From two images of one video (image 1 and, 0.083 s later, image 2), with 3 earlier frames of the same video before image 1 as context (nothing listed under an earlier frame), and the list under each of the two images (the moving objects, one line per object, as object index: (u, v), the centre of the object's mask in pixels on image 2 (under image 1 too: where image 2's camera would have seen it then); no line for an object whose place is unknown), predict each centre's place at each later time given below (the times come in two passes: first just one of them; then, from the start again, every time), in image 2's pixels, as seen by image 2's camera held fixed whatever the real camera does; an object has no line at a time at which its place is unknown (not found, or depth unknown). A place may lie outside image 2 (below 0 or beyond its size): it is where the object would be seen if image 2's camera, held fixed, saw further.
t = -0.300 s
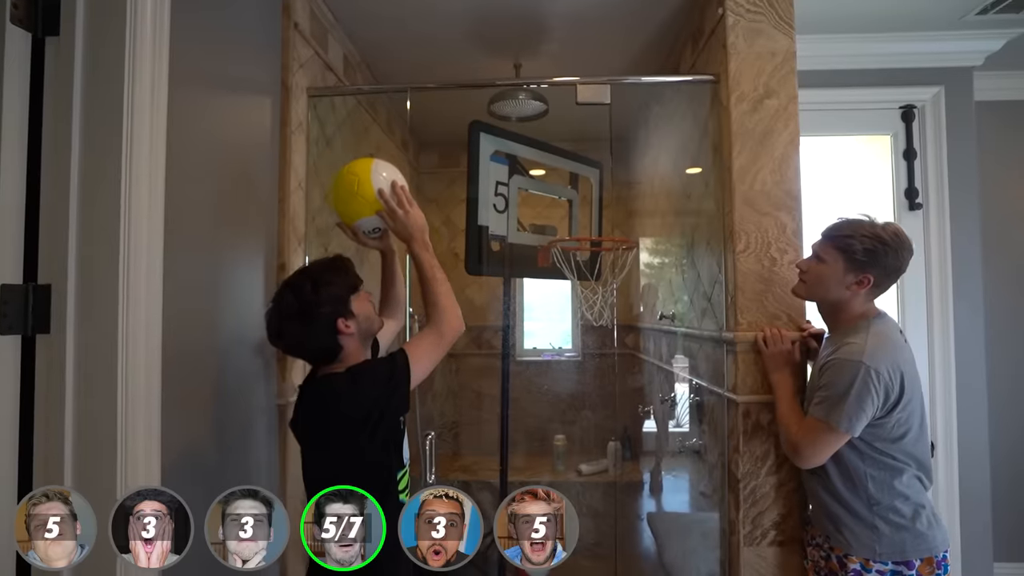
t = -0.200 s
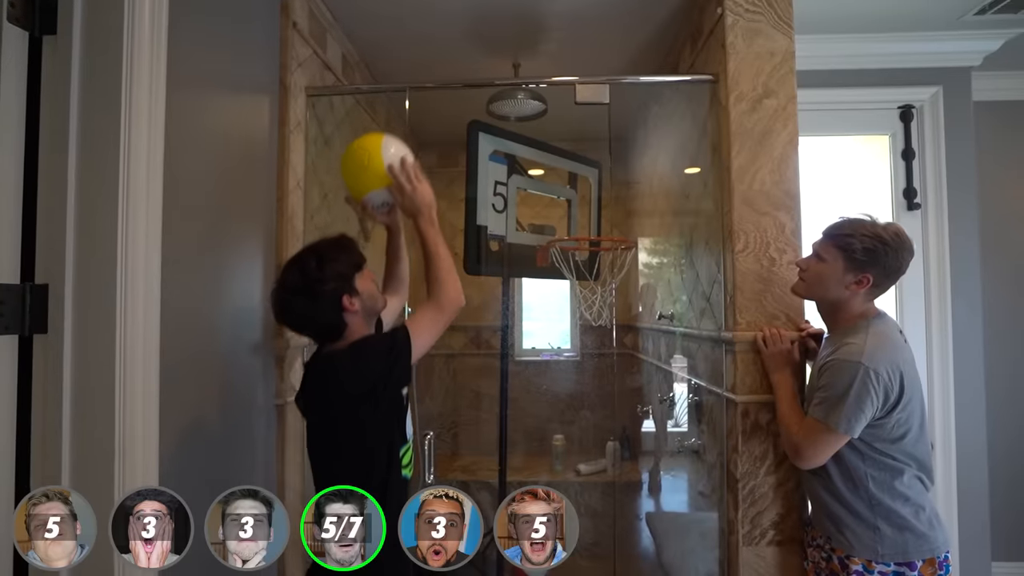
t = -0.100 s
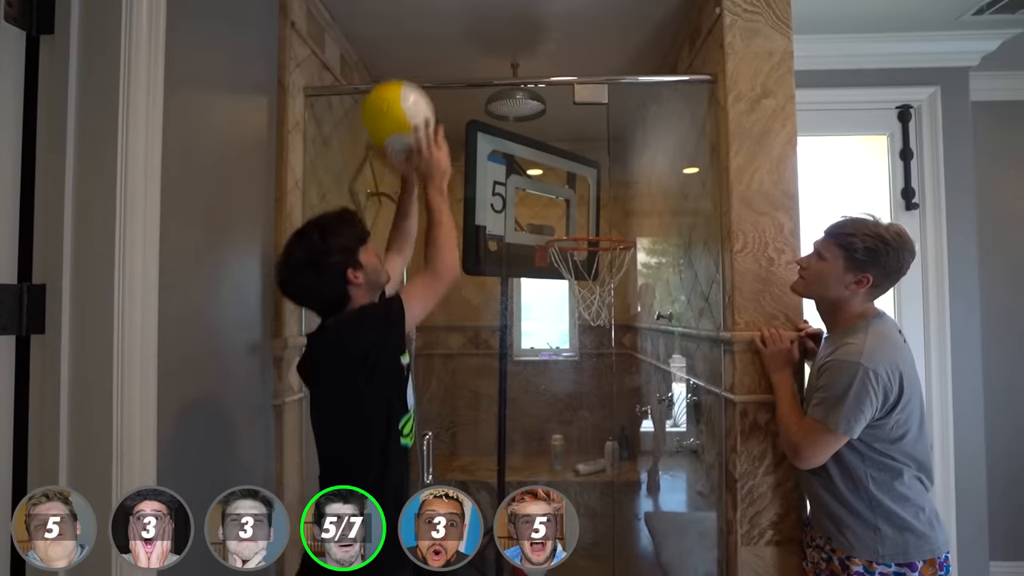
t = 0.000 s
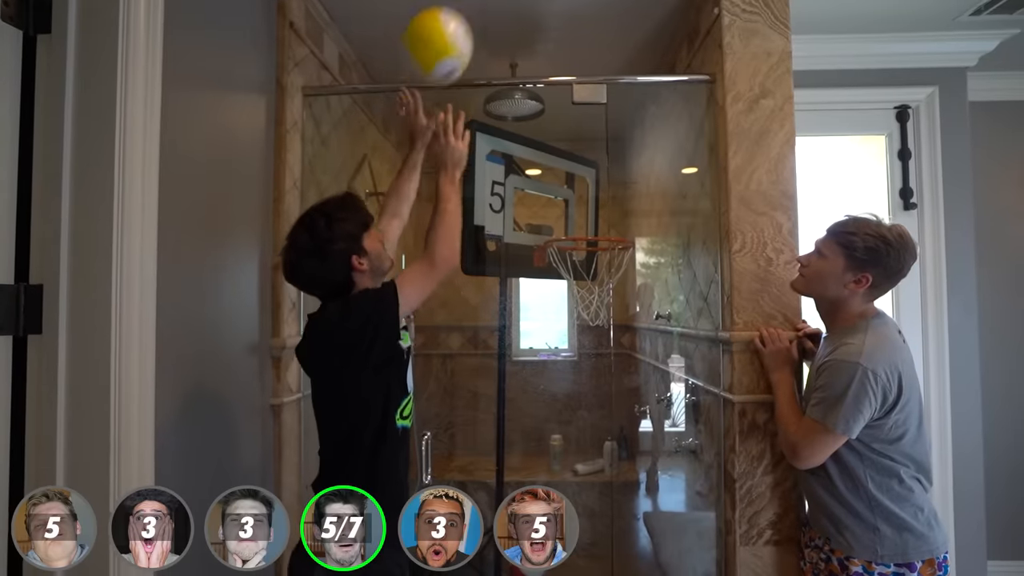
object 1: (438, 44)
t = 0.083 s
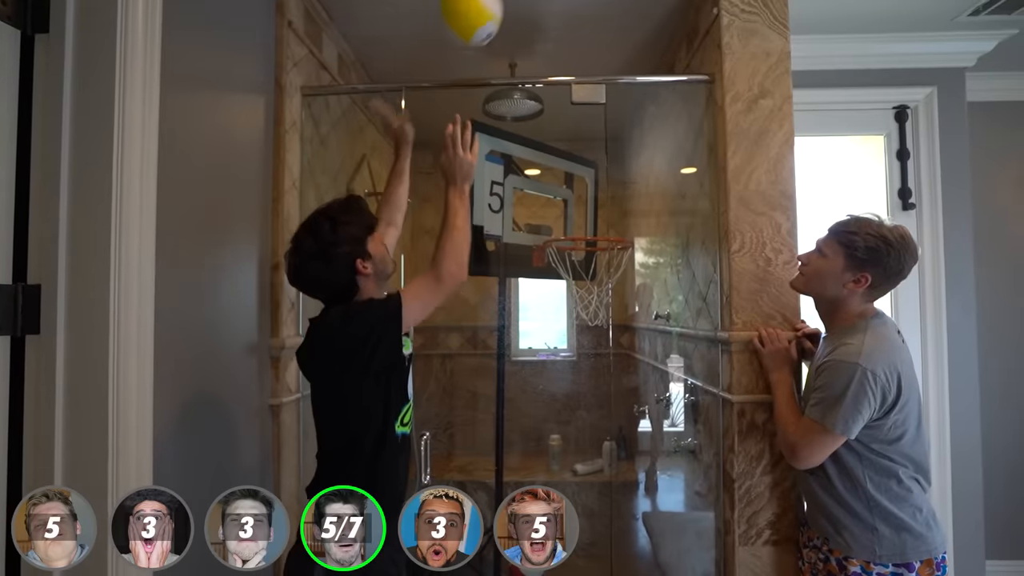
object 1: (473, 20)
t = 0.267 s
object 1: (526, 27)
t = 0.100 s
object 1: (480, 18)
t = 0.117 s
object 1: (486, 17)
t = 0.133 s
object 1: (491, 15)
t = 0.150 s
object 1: (497, 14)
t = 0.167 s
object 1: (501, 14)
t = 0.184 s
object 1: (507, 13)
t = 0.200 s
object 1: (511, 14)
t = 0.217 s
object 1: (514, 17)
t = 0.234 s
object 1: (518, 20)
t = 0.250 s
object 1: (522, 23)
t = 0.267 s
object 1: (526, 27)
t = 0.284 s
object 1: (530, 30)
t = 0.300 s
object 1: (534, 37)
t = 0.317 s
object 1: (538, 44)
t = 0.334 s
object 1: (539, 52)
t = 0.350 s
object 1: (543, 57)
